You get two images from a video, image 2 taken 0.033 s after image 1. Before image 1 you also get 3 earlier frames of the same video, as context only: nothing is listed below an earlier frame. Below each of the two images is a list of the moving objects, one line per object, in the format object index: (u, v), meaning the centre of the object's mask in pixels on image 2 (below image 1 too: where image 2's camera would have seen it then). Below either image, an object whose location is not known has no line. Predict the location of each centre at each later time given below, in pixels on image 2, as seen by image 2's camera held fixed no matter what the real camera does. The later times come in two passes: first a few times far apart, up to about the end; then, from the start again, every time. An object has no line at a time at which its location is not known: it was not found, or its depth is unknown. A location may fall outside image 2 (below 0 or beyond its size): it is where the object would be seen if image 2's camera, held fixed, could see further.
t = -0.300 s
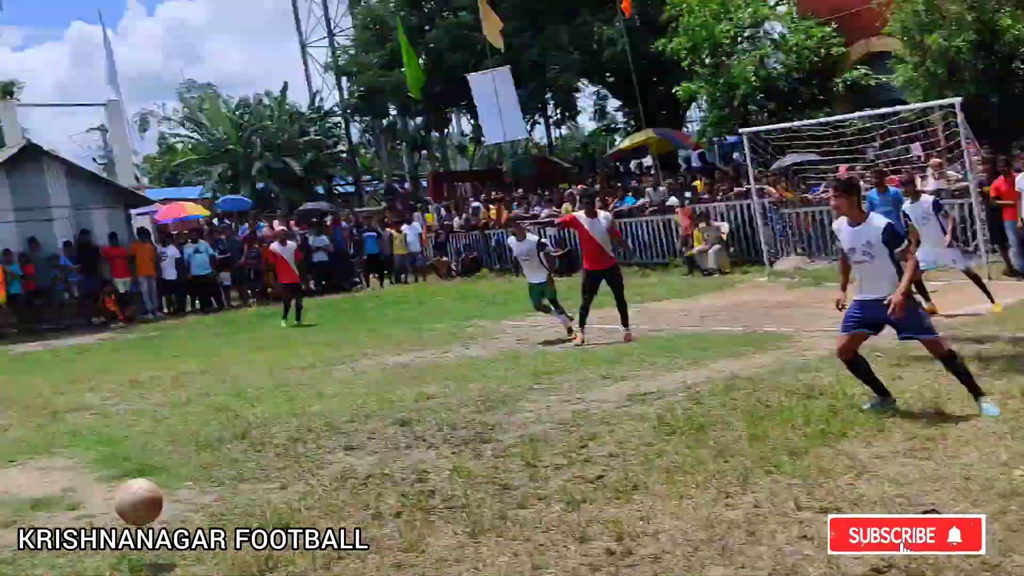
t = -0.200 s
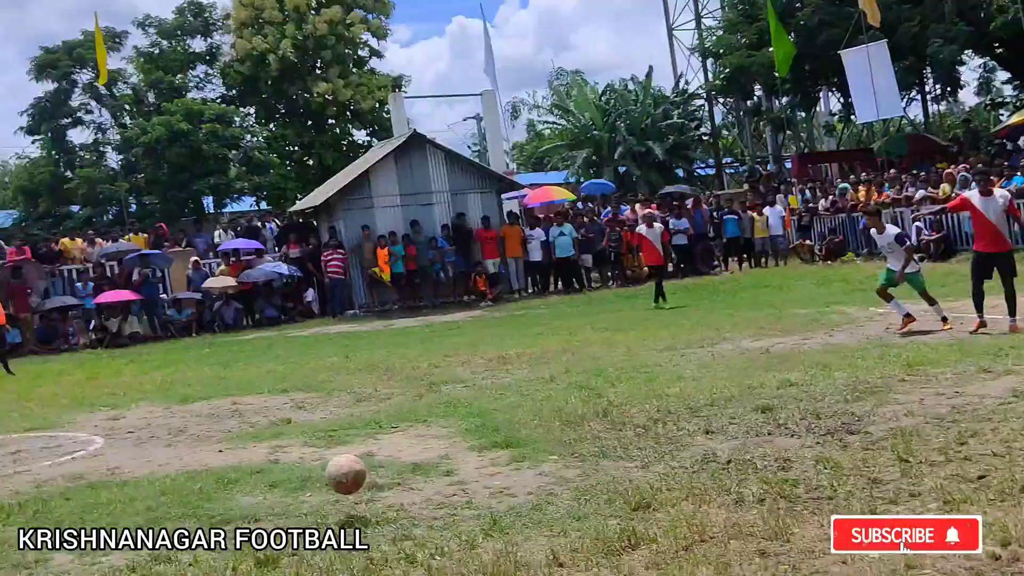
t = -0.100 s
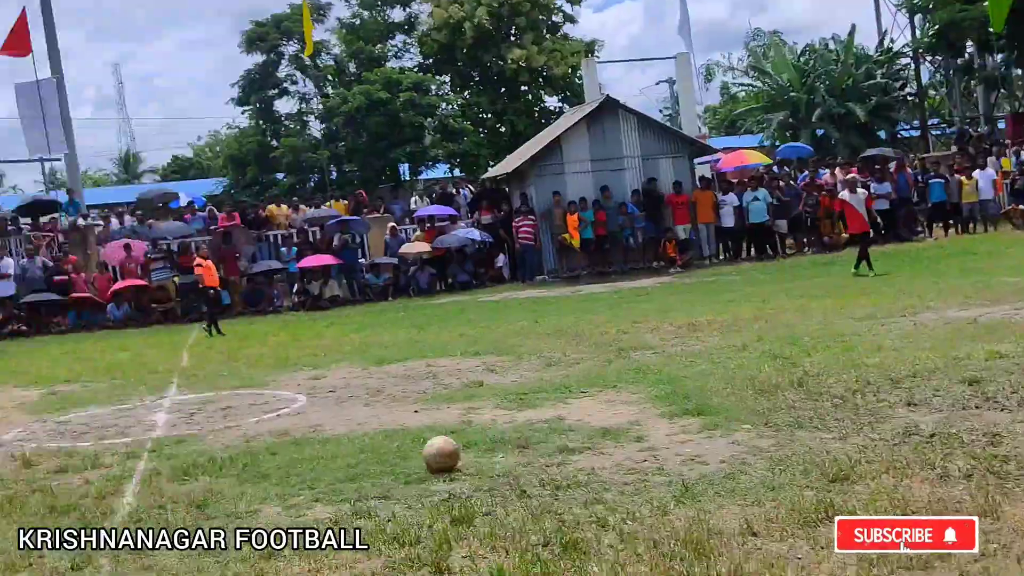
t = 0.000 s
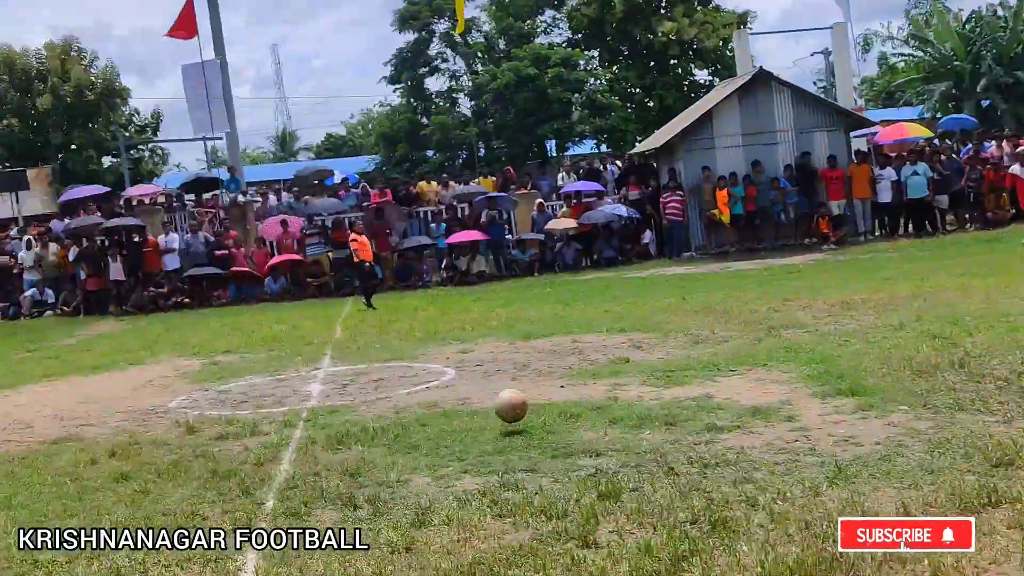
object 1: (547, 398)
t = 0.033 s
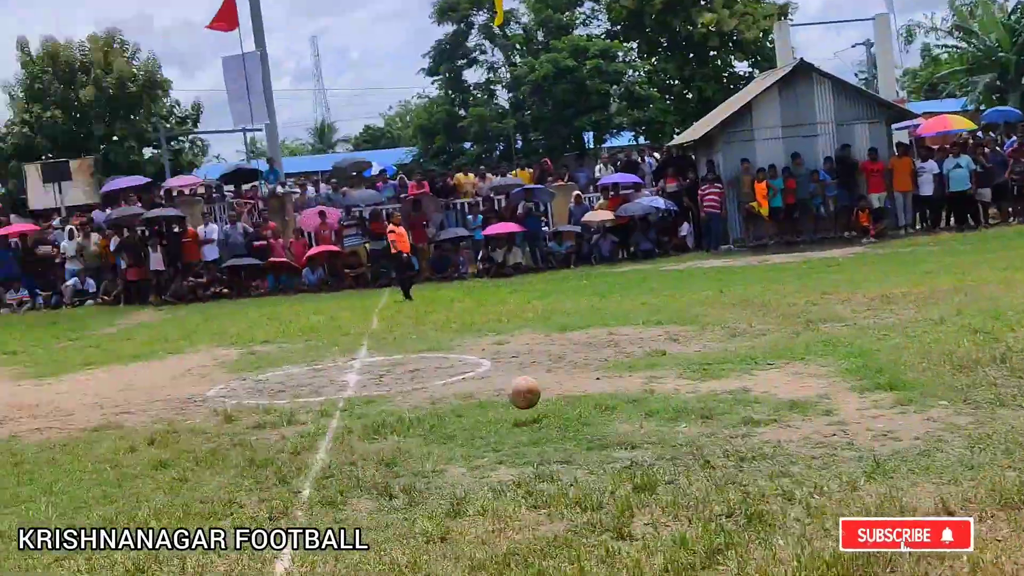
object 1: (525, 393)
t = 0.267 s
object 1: (395, 384)
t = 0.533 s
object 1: (290, 379)
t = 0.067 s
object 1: (502, 389)
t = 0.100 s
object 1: (482, 388)
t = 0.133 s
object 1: (464, 389)
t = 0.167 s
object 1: (446, 390)
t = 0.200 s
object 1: (429, 395)
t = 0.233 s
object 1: (412, 393)
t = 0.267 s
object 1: (395, 384)
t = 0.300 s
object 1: (380, 379)
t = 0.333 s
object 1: (365, 375)
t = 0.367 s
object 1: (351, 371)
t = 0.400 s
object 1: (337, 370)
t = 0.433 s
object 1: (325, 370)
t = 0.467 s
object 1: (312, 372)
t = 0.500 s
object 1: (301, 375)
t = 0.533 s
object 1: (290, 379)
